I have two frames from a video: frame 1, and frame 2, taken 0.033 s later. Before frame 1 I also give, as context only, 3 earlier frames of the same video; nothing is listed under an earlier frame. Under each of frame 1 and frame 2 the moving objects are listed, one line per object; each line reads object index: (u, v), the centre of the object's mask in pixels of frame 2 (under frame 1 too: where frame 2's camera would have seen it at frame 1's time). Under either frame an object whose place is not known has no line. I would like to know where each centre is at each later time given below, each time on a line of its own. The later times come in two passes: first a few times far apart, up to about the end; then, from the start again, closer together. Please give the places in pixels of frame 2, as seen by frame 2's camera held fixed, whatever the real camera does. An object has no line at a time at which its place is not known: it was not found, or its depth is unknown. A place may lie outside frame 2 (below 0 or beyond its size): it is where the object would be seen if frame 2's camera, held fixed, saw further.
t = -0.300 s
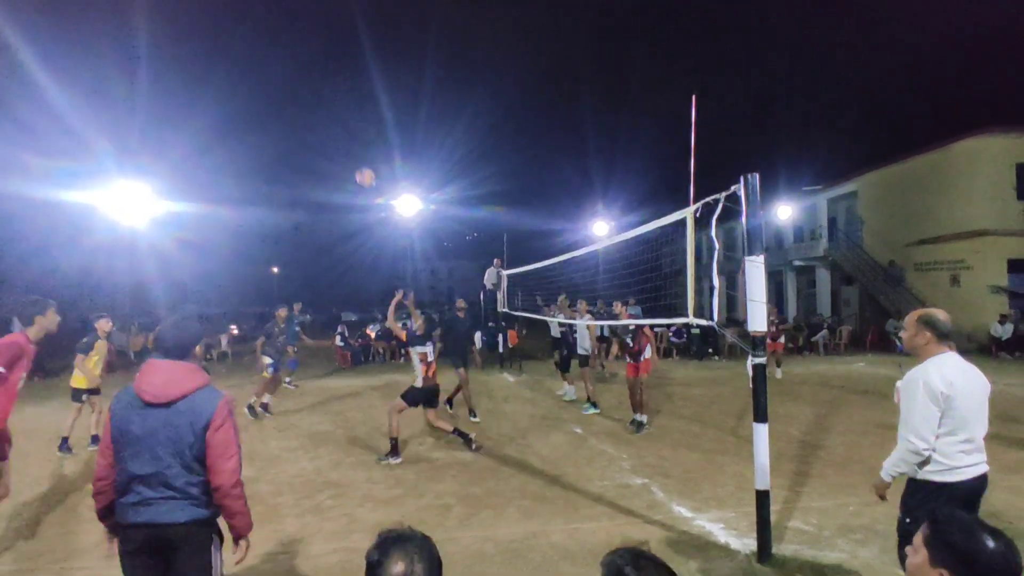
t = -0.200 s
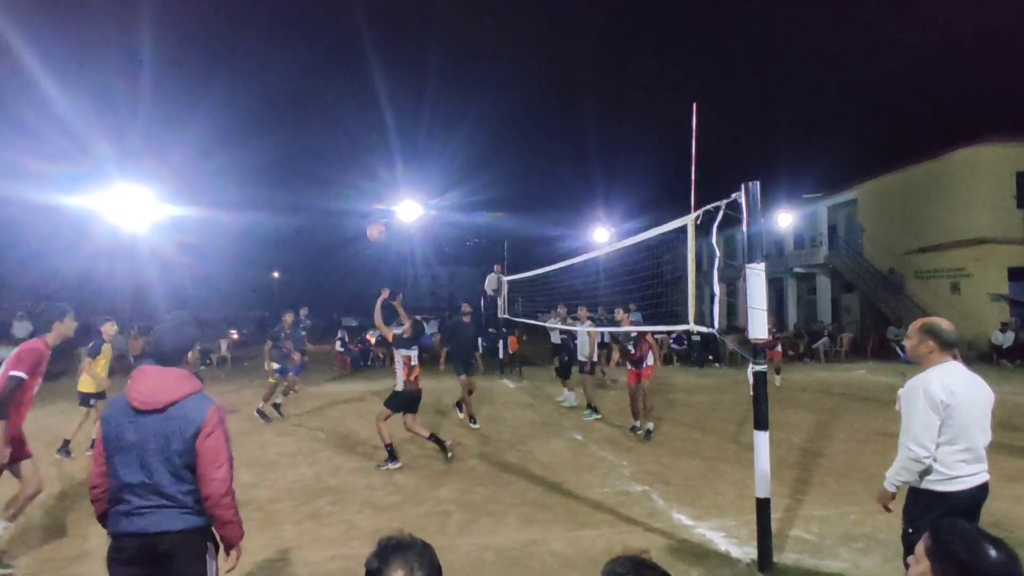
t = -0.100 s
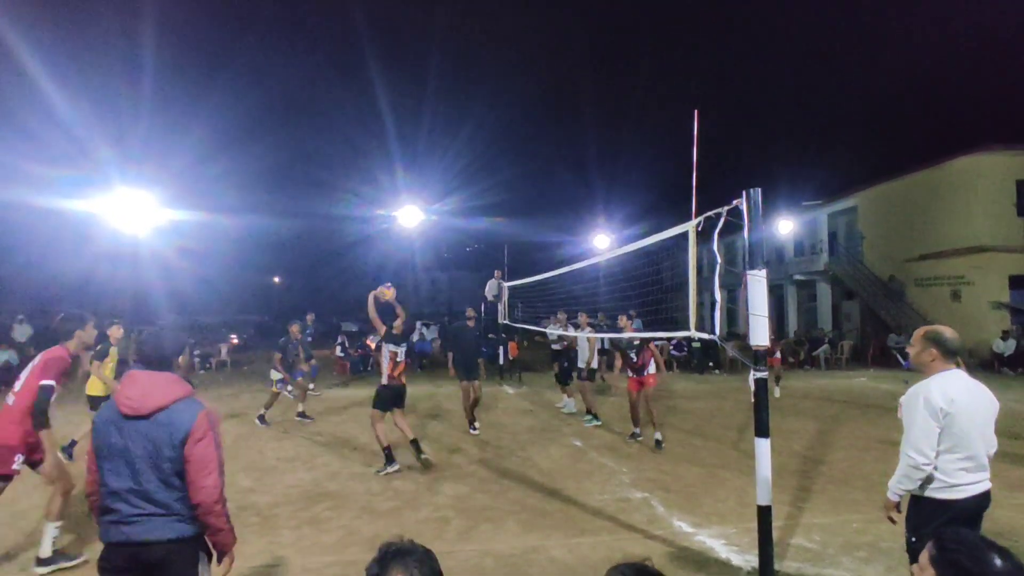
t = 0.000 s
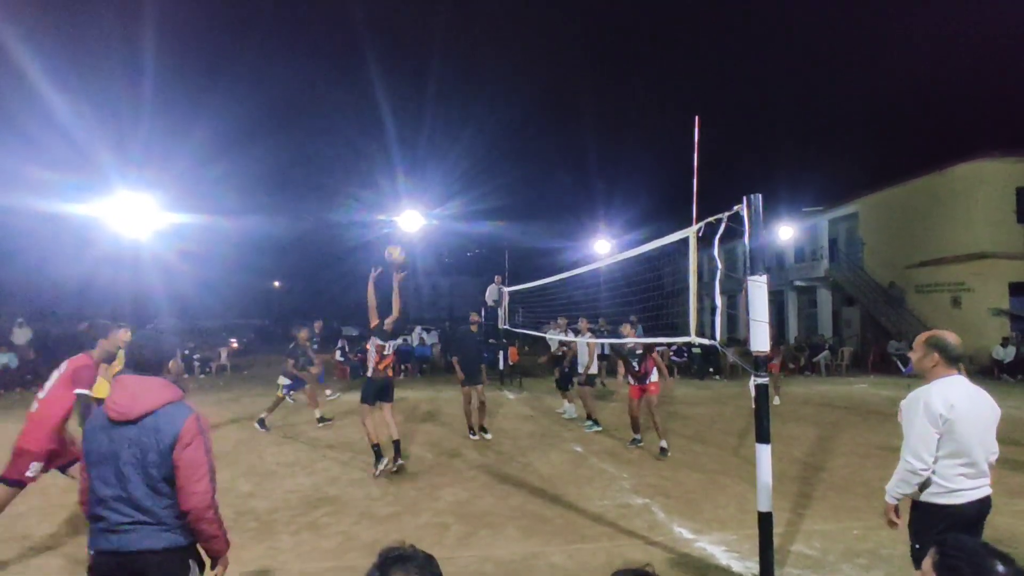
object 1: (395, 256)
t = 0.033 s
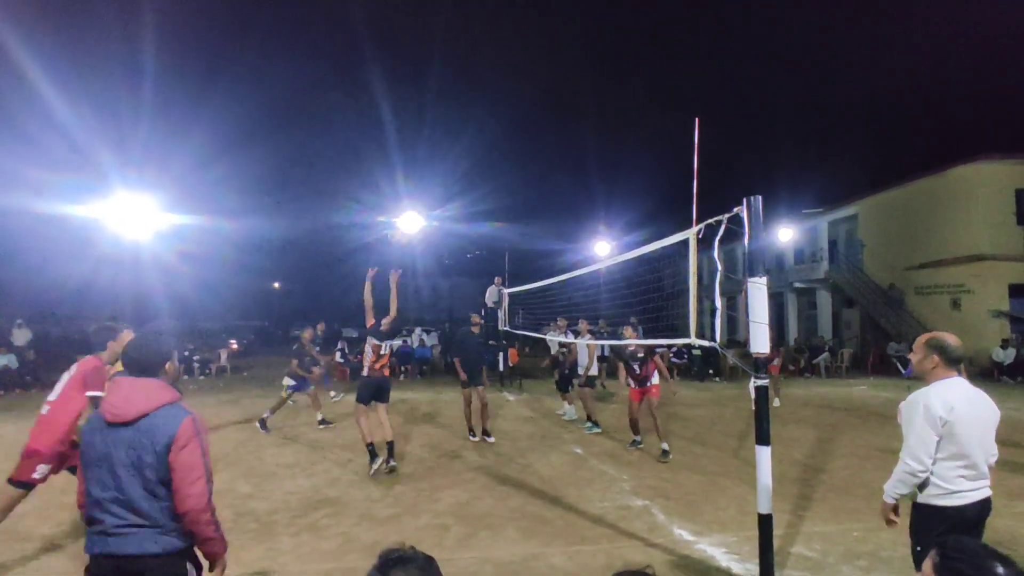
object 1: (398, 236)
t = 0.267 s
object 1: (420, 118)
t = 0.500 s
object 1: (442, 42)
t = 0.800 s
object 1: (473, 11)
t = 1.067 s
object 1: (502, 53)
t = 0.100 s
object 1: (405, 196)
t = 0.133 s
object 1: (407, 178)
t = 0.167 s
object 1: (411, 162)
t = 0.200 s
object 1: (414, 147)
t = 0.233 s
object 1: (417, 132)
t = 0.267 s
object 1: (420, 118)
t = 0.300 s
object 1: (423, 105)
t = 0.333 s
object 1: (427, 92)
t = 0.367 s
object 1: (430, 80)
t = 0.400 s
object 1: (433, 70)
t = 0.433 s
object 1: (436, 60)
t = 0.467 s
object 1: (439, 50)
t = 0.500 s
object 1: (442, 42)
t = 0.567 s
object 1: (449, 29)
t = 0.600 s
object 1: (452, 23)
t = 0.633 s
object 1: (455, 19)
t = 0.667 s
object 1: (459, 15)
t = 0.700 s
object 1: (462, 12)
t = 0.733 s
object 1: (466, 11)
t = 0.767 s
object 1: (469, 10)
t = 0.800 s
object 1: (473, 11)
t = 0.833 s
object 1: (476, 13)
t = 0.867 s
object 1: (480, 15)
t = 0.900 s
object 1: (484, 17)
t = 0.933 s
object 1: (487, 22)
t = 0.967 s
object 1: (491, 28)
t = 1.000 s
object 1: (495, 35)
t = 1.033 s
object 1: (499, 43)
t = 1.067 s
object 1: (502, 53)
